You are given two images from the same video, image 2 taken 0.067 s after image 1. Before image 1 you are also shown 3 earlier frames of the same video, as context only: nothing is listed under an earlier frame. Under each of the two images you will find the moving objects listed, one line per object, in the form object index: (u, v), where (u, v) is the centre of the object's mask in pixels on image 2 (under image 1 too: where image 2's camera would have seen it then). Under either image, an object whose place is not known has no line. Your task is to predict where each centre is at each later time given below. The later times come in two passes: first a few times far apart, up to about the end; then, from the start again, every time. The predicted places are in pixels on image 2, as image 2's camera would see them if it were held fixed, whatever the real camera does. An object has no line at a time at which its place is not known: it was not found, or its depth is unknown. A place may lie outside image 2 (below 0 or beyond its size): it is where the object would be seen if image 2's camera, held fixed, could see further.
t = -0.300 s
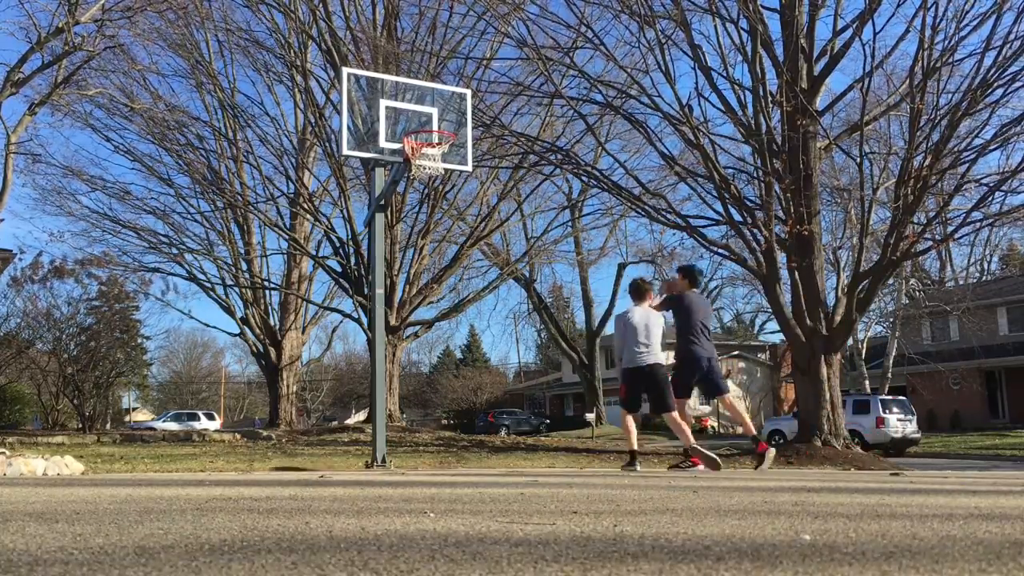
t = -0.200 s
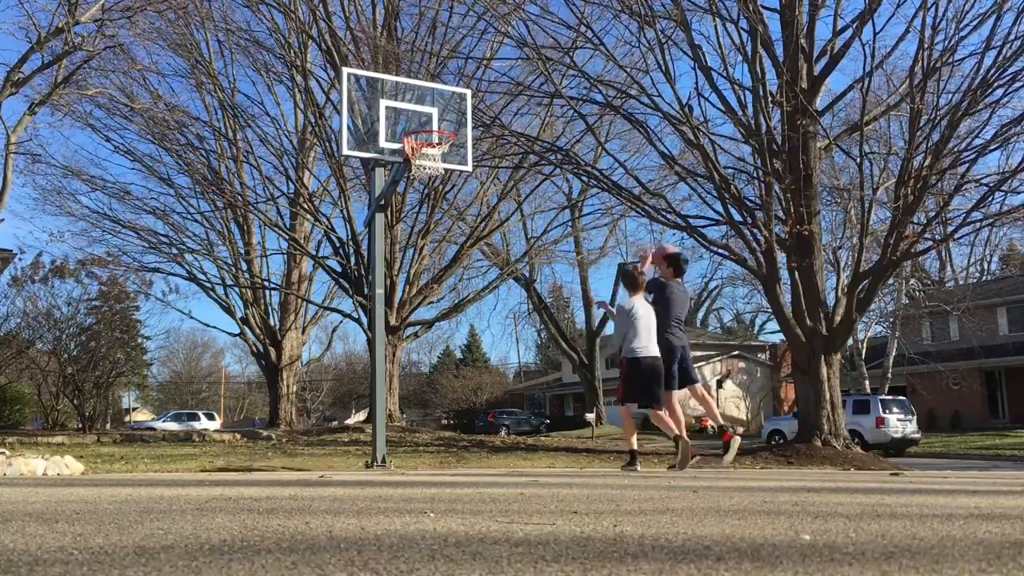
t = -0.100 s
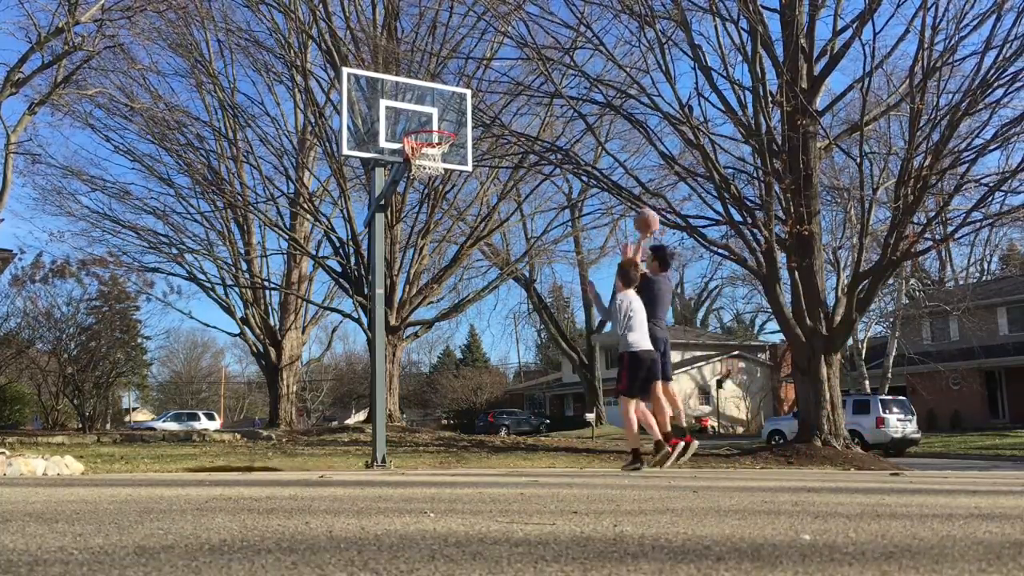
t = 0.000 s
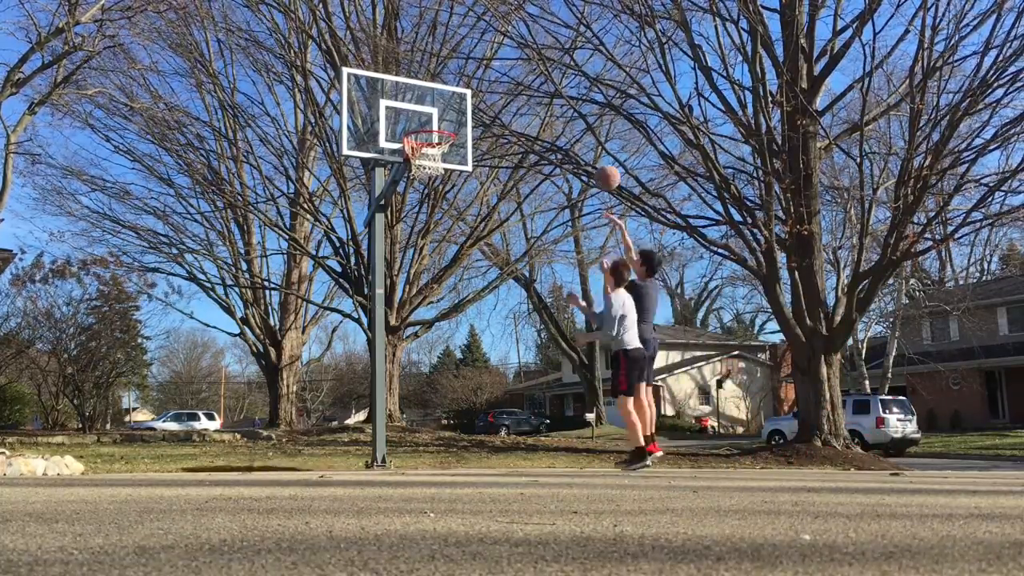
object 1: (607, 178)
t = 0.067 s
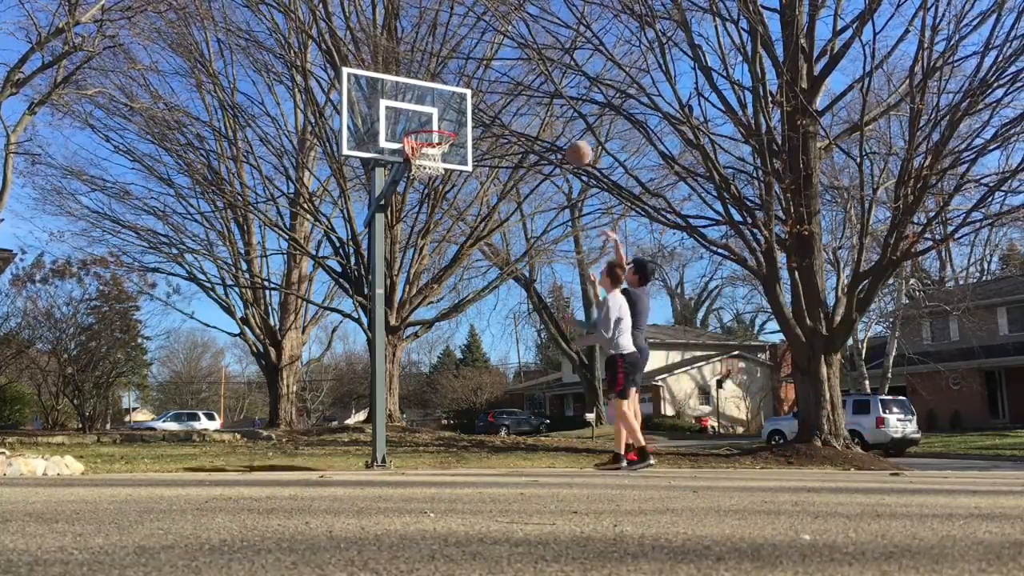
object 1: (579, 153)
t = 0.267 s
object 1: (498, 106)
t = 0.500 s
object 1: (433, 100)
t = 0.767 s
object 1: (426, 108)
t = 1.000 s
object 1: (429, 118)
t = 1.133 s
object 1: (431, 154)
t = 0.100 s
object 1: (565, 142)
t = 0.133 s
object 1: (551, 133)
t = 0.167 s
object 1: (538, 126)
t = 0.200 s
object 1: (525, 118)
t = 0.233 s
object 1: (512, 112)
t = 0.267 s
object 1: (498, 106)
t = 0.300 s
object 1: (485, 103)
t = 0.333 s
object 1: (472, 102)
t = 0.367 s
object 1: (461, 100)
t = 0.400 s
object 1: (447, 100)
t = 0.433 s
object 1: (436, 101)
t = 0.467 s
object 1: (435, 100)
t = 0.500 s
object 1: (433, 100)
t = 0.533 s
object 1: (431, 101)
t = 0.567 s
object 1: (430, 104)
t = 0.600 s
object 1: (428, 107)
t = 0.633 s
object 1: (426, 112)
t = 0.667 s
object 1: (424, 118)
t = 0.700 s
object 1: (424, 115)
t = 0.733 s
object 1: (425, 111)
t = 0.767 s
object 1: (426, 108)
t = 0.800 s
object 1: (426, 107)
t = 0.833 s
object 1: (427, 106)
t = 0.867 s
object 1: (427, 106)
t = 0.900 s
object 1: (427, 107)
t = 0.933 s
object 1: (428, 109)
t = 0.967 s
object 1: (428, 114)
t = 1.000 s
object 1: (429, 118)
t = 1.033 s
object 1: (429, 126)
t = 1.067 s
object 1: (430, 134)
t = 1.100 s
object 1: (430, 142)
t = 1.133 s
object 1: (431, 154)
